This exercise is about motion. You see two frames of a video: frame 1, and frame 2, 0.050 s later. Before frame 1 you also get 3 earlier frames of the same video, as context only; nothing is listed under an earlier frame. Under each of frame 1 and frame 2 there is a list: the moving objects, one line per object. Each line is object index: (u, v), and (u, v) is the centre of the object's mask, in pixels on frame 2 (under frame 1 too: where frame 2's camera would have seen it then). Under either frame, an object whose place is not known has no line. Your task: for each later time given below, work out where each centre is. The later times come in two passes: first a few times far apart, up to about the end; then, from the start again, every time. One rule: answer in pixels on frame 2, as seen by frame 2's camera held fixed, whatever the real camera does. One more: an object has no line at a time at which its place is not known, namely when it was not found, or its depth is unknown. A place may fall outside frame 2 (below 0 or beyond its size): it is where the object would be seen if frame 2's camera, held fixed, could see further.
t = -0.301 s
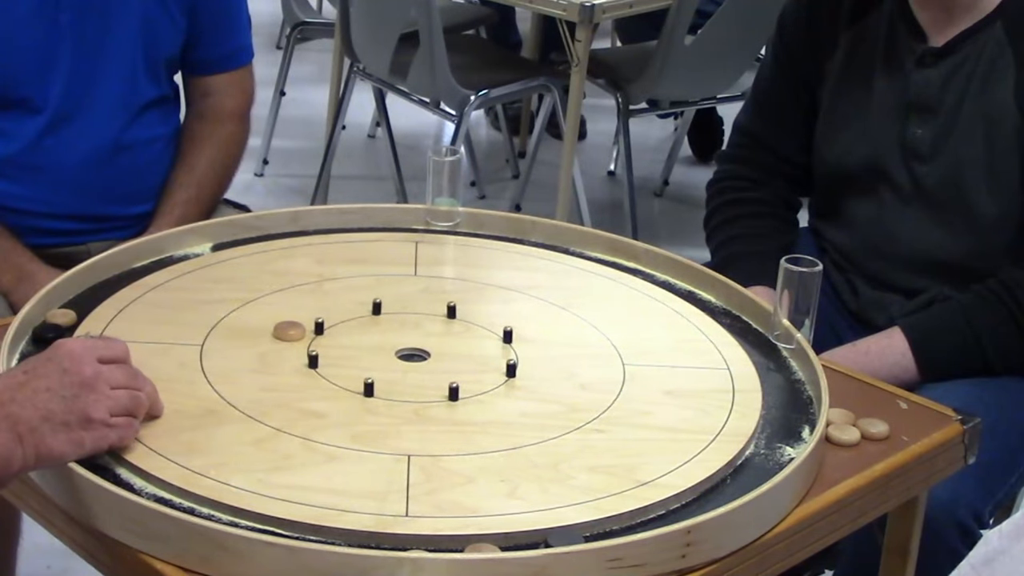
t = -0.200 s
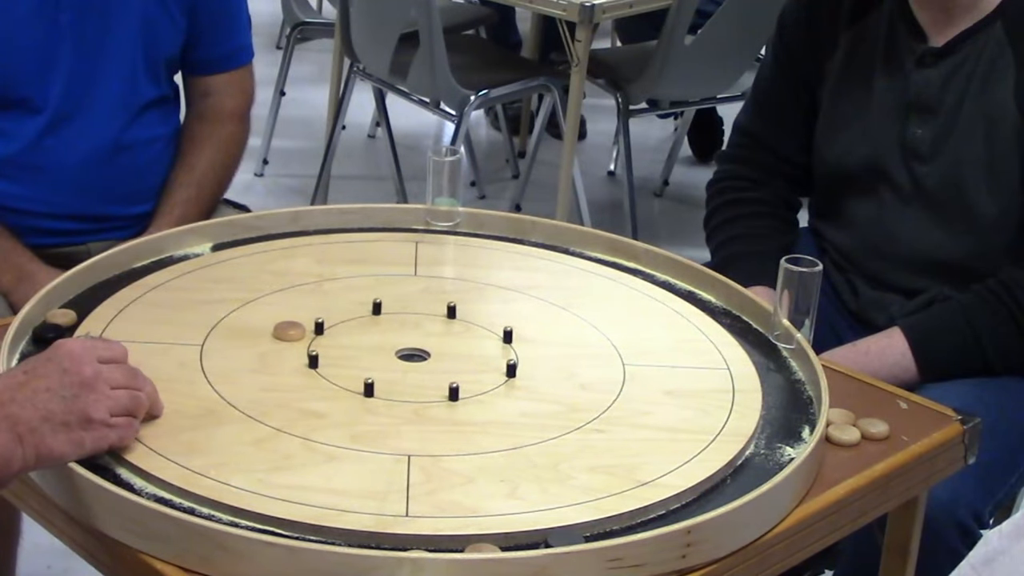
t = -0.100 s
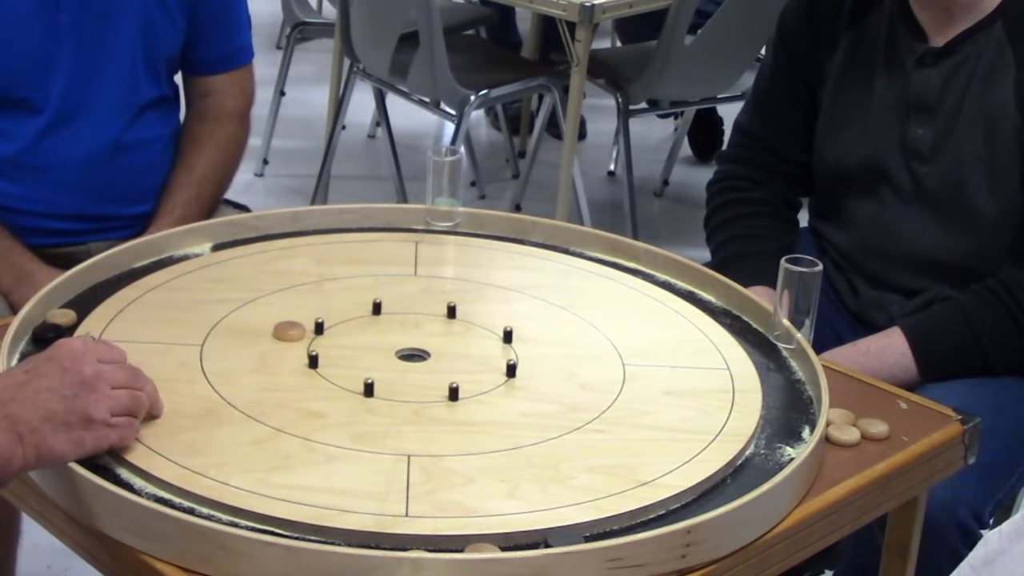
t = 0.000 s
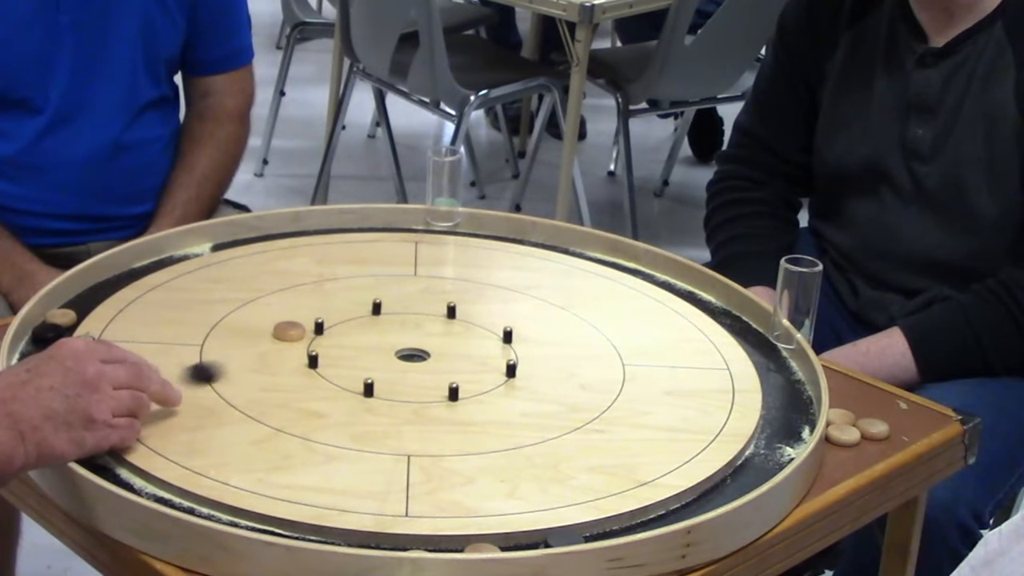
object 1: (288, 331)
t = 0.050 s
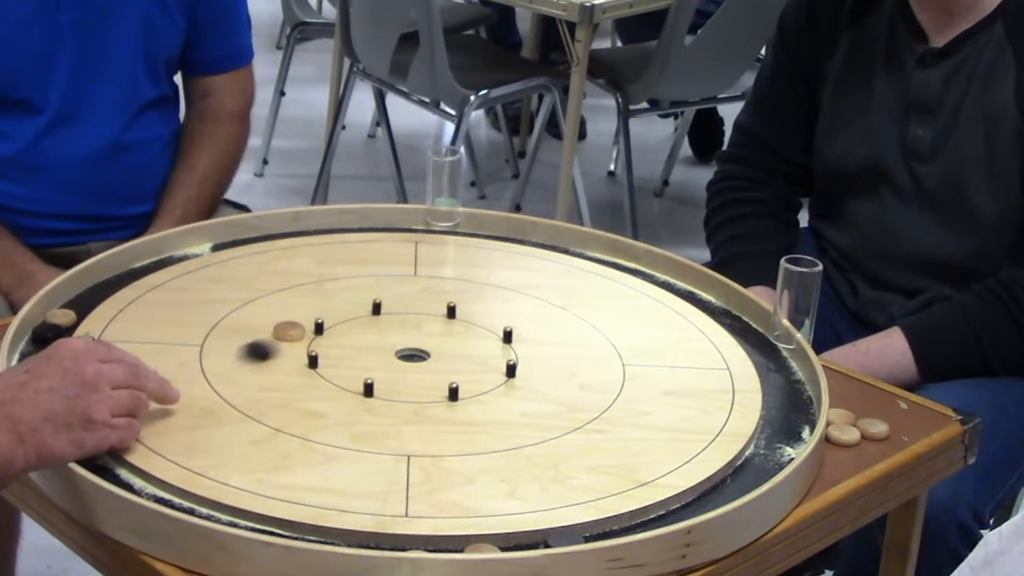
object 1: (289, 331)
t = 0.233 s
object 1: (359, 266)
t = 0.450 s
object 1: (424, 225)
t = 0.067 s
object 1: (291, 329)
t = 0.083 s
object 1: (296, 324)
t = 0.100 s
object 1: (303, 316)
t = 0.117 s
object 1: (312, 309)
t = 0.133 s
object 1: (319, 303)
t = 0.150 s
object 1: (326, 296)
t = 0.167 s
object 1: (333, 290)
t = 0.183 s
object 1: (340, 284)
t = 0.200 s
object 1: (347, 278)
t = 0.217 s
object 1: (353, 272)
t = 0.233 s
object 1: (359, 266)
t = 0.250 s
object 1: (366, 260)
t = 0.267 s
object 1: (371, 255)
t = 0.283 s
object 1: (377, 250)
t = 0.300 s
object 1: (383, 245)
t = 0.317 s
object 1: (387, 241)
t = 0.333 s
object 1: (392, 235)
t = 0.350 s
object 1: (397, 231)
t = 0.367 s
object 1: (402, 228)
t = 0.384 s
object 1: (408, 224)
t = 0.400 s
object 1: (412, 225)
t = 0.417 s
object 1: (416, 226)
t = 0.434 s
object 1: (421, 225)
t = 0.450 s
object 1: (424, 225)
